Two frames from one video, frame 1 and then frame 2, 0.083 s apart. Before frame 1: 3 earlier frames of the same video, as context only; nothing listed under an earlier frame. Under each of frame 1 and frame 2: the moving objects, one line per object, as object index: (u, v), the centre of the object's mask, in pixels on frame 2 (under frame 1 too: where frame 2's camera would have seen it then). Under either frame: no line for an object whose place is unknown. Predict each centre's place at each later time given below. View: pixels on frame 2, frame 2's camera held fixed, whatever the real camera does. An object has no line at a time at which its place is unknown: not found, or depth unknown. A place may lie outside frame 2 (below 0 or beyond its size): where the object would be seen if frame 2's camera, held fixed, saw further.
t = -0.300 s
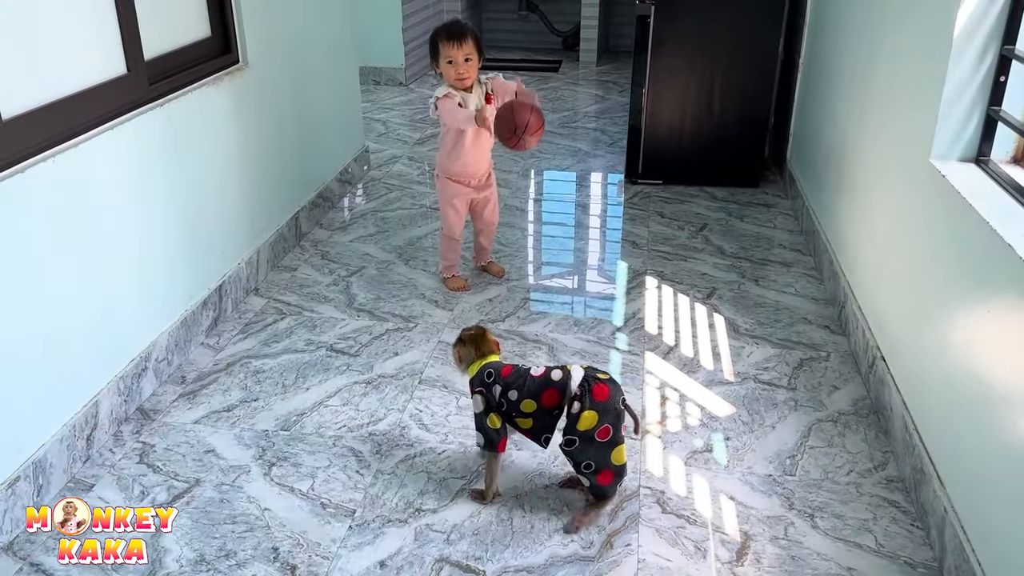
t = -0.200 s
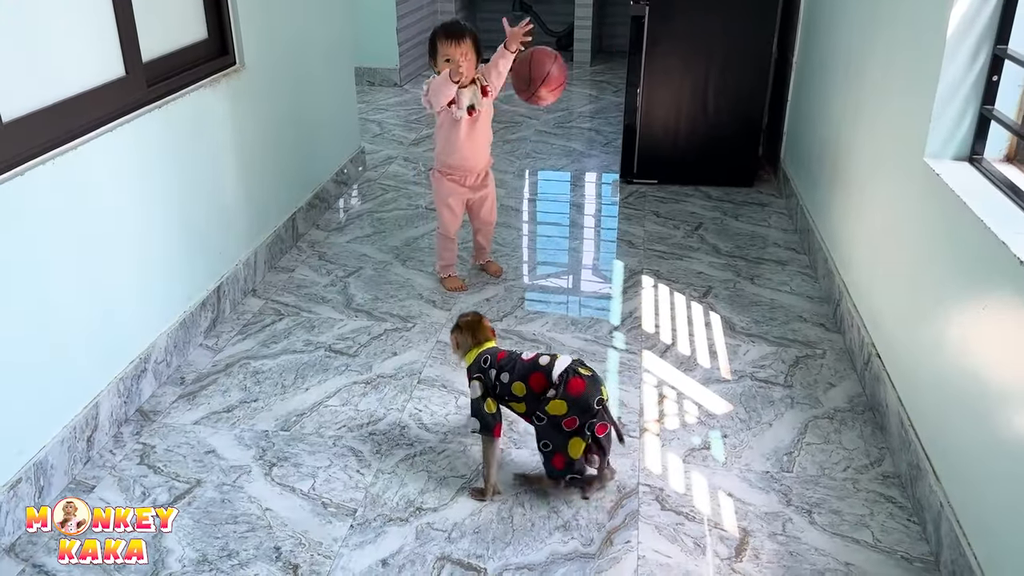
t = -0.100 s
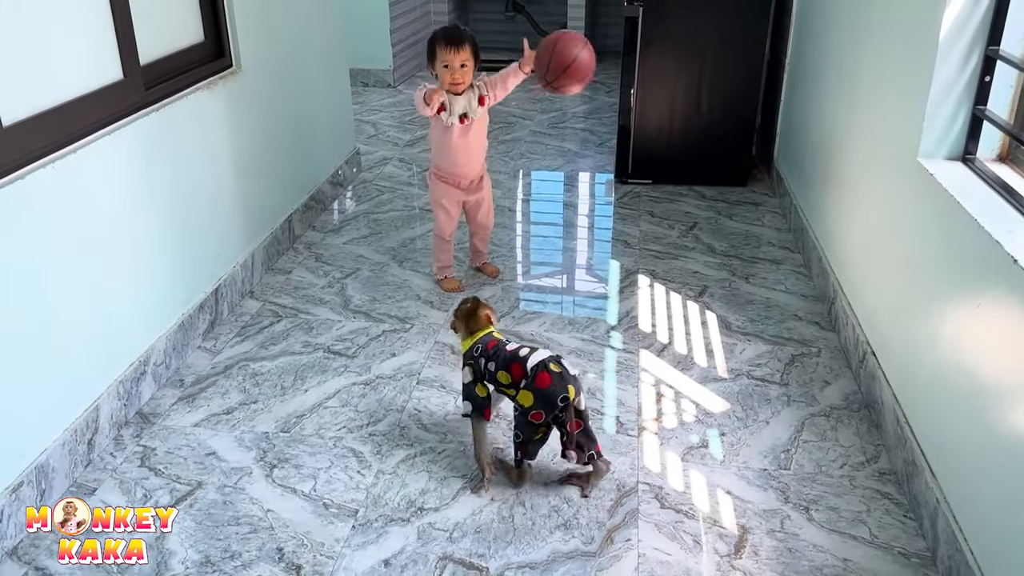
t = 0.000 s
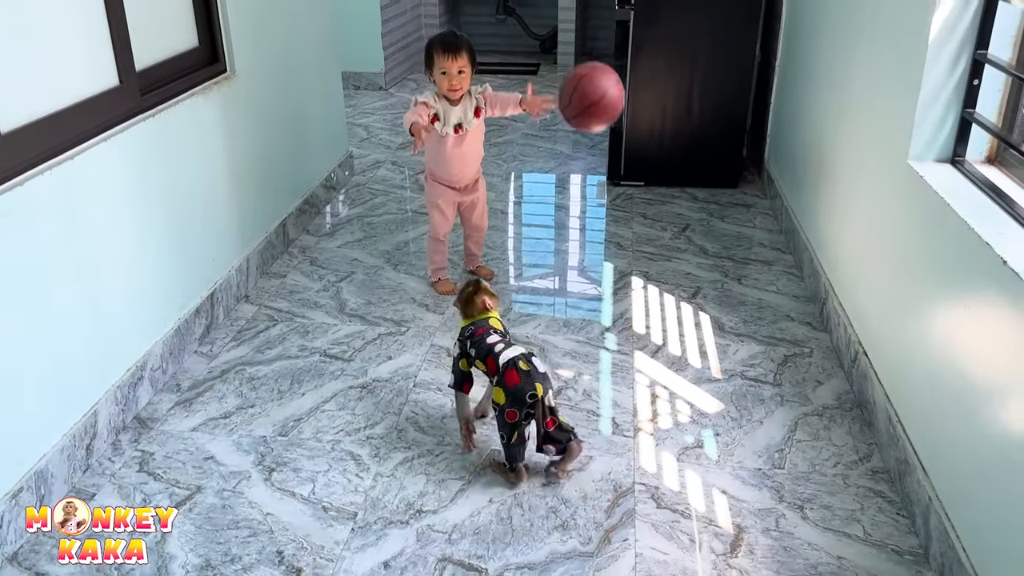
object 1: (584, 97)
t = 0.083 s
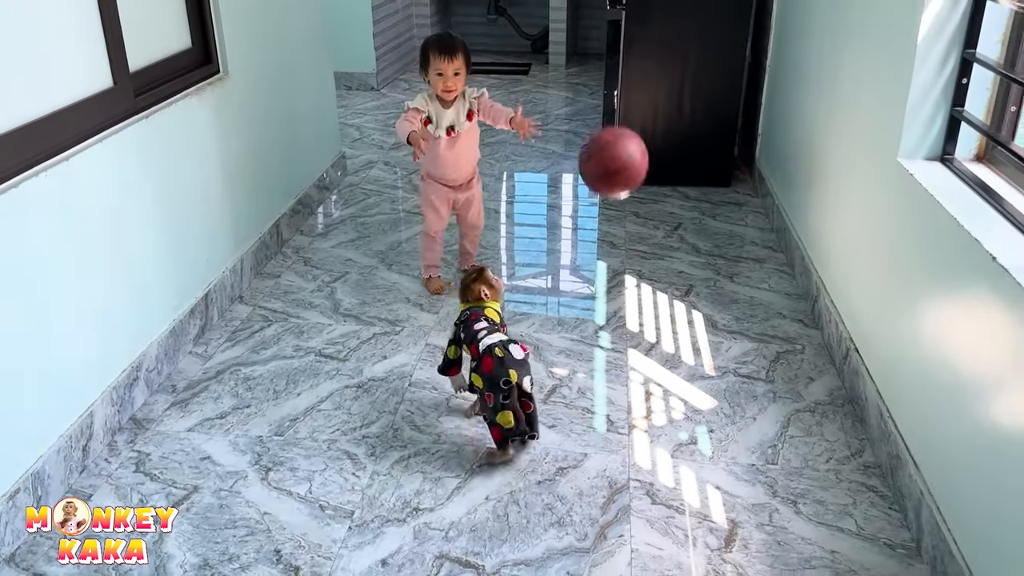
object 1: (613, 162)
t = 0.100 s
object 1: (620, 179)
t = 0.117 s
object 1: (625, 197)
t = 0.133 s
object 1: (630, 218)
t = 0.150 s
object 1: (636, 240)
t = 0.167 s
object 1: (642, 264)
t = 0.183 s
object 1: (647, 288)
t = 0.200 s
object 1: (652, 316)
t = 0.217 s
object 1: (658, 344)
